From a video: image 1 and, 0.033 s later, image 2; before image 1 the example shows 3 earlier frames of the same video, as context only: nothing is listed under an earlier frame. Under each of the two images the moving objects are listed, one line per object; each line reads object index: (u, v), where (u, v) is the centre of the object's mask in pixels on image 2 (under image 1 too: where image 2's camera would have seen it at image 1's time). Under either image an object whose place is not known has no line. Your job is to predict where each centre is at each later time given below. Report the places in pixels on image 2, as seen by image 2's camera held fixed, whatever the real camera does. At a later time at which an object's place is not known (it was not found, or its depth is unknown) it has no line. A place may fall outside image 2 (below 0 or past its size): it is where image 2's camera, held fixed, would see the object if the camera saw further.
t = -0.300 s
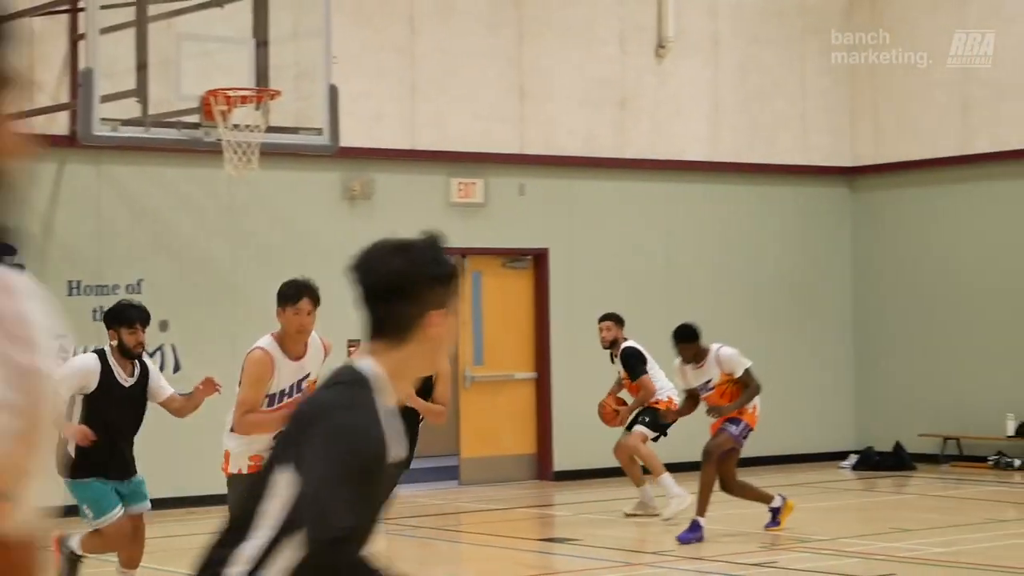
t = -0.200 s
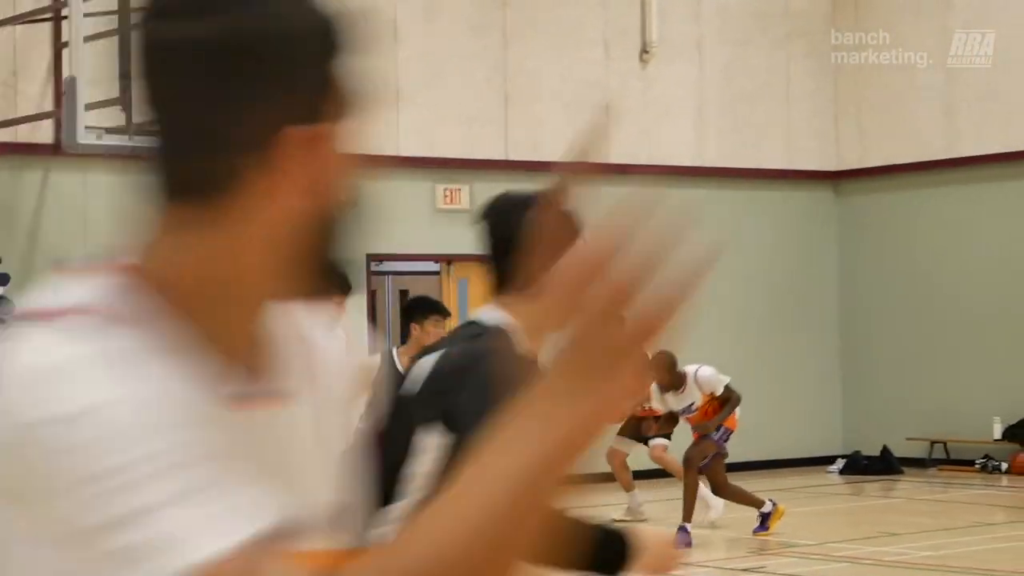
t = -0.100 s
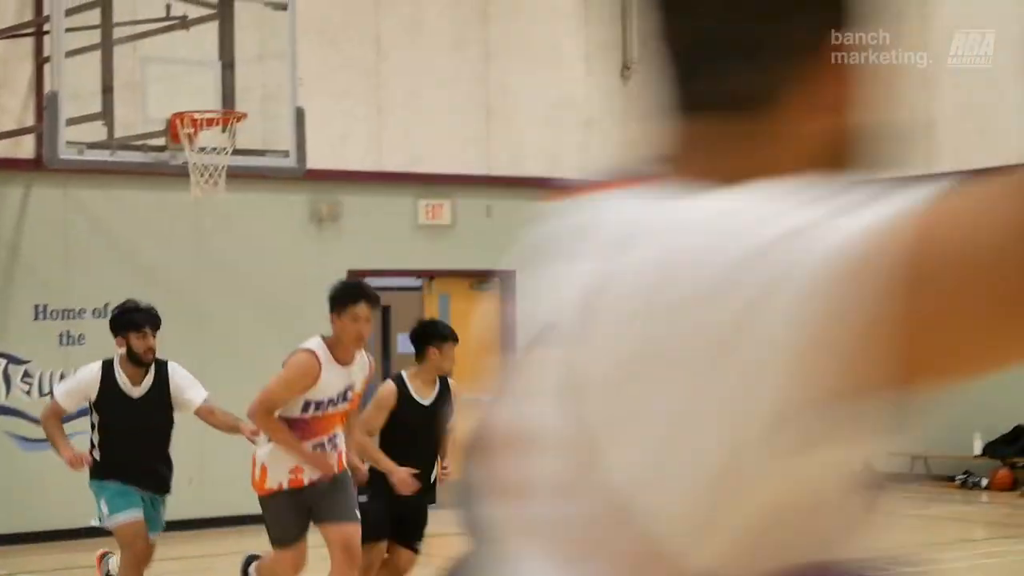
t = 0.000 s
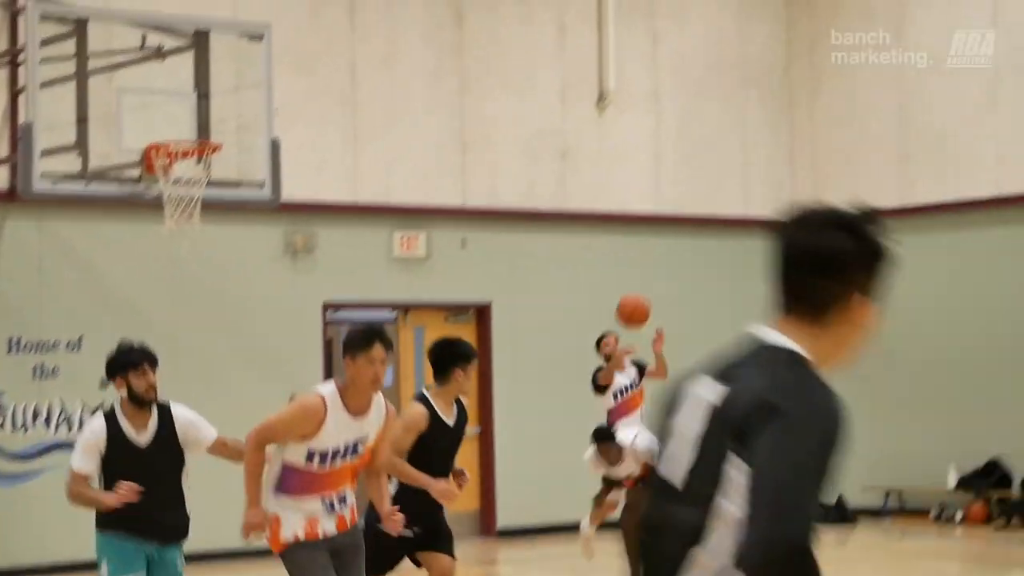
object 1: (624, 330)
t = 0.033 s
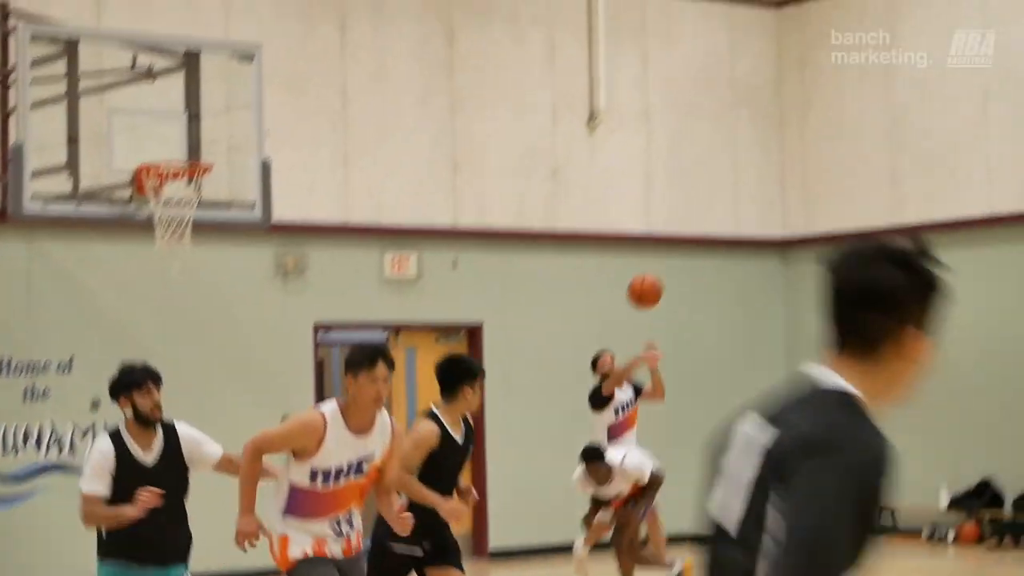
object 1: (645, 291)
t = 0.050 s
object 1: (655, 271)
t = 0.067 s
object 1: (666, 250)
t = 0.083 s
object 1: (678, 230)
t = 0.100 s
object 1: (688, 208)
